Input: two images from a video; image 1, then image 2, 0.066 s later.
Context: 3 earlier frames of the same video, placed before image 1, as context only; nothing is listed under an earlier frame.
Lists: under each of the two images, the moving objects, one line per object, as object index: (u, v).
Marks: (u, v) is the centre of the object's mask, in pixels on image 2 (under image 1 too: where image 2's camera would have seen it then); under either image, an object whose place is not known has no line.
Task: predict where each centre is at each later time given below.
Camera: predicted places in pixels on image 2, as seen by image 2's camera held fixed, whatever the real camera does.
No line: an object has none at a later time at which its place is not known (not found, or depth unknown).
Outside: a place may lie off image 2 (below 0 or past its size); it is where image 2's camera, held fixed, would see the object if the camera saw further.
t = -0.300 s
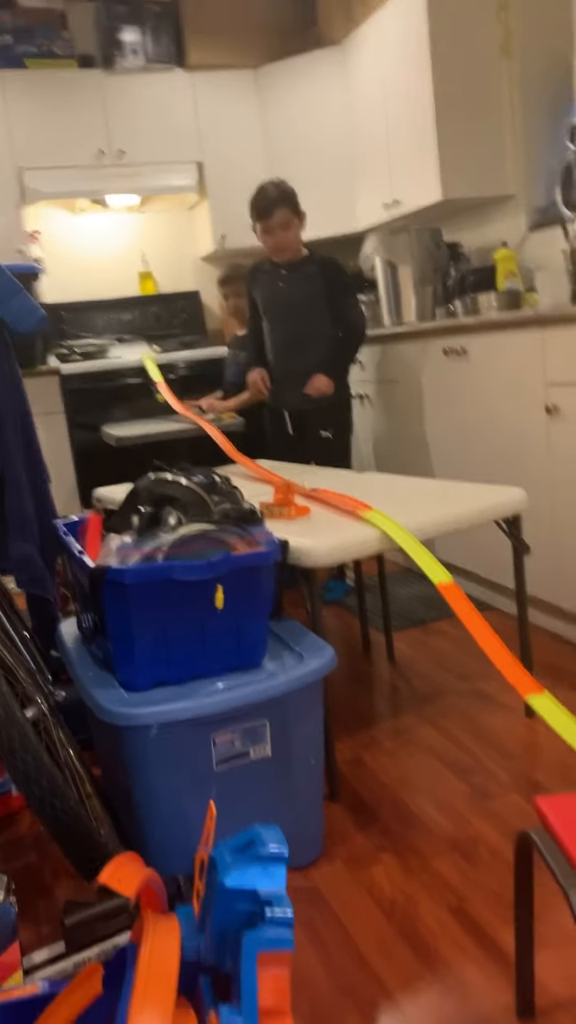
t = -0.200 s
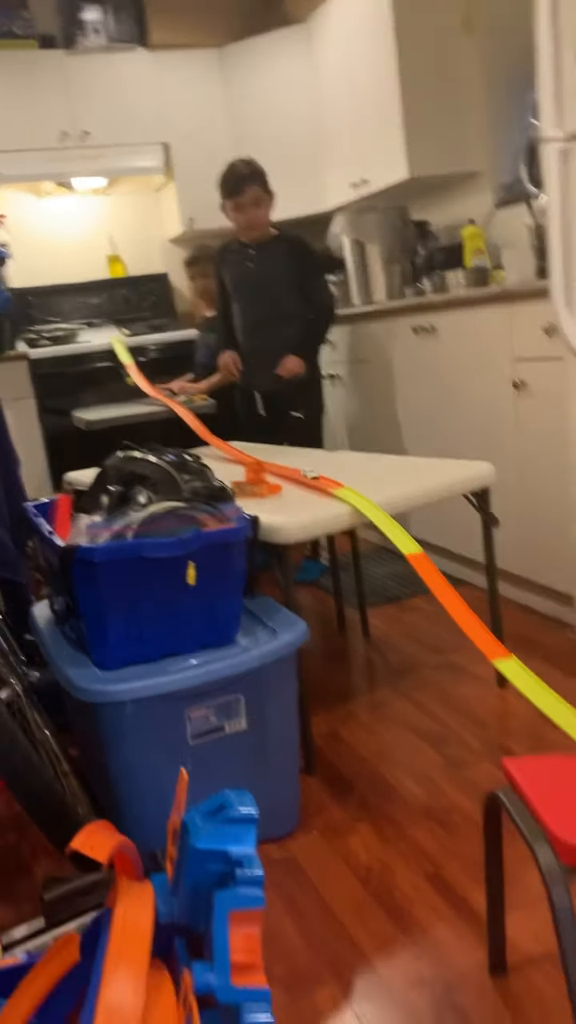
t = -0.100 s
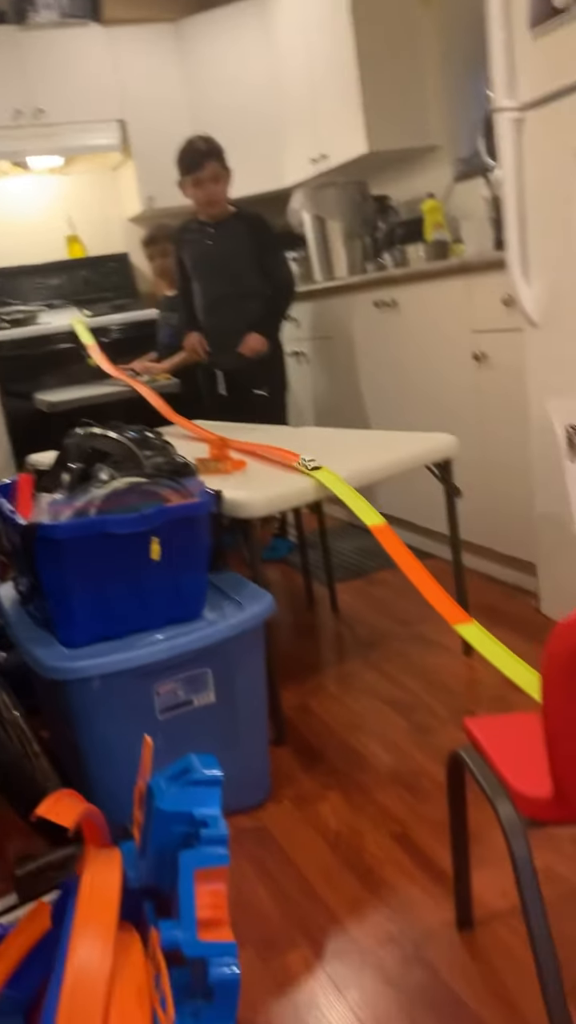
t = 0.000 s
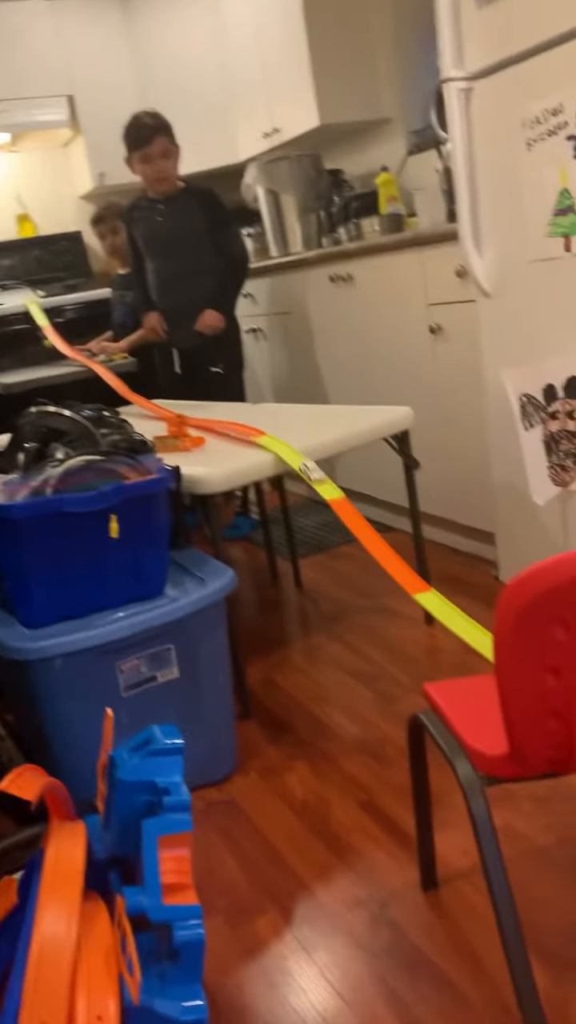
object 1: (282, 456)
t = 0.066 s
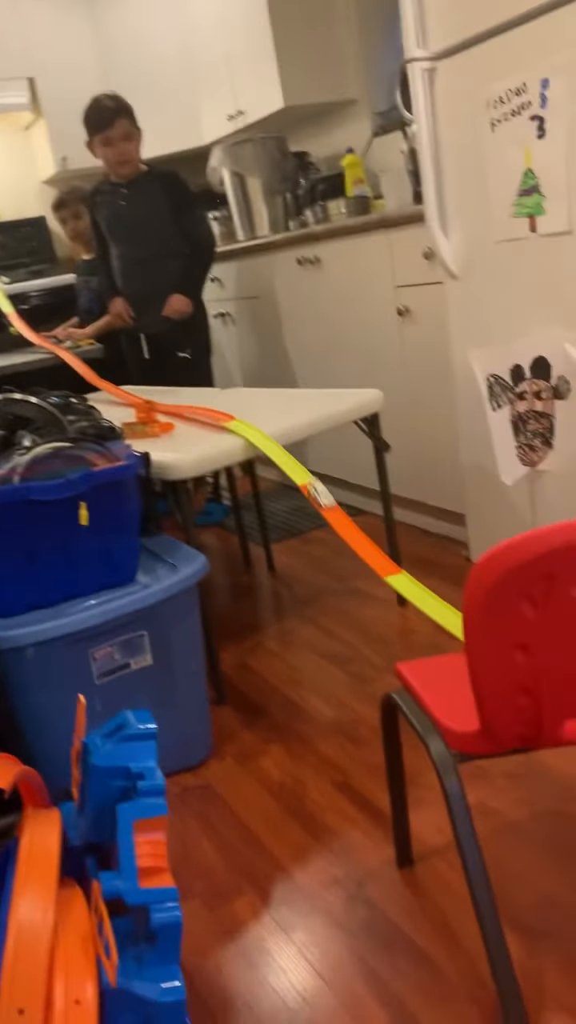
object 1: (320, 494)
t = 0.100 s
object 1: (341, 520)
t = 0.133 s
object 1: (367, 549)
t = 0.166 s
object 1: (395, 579)
